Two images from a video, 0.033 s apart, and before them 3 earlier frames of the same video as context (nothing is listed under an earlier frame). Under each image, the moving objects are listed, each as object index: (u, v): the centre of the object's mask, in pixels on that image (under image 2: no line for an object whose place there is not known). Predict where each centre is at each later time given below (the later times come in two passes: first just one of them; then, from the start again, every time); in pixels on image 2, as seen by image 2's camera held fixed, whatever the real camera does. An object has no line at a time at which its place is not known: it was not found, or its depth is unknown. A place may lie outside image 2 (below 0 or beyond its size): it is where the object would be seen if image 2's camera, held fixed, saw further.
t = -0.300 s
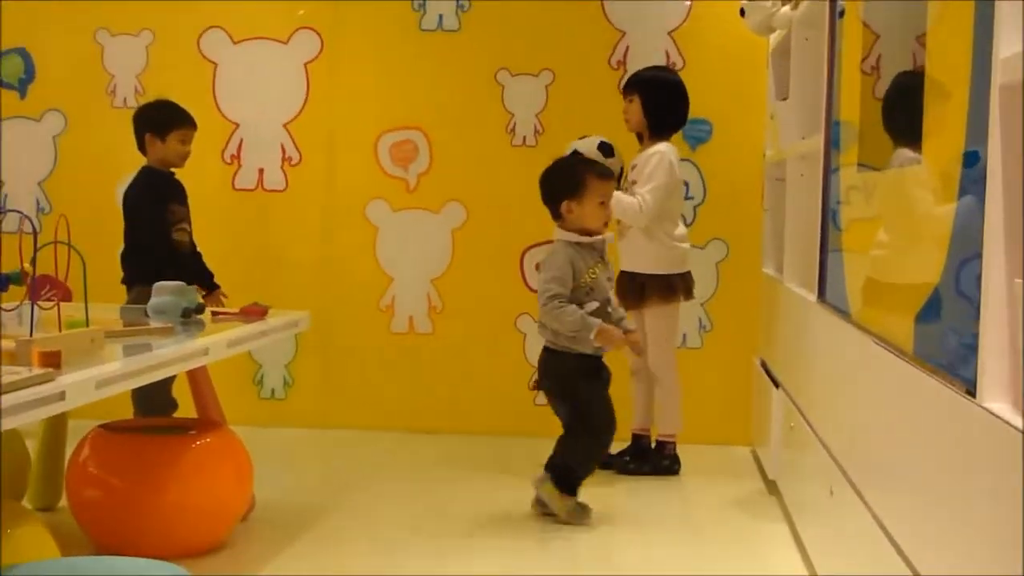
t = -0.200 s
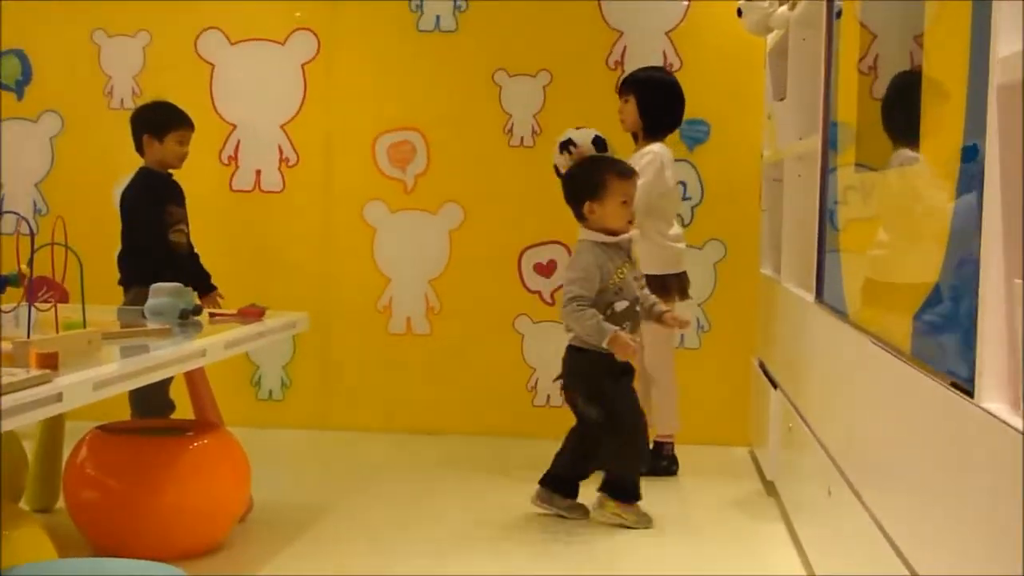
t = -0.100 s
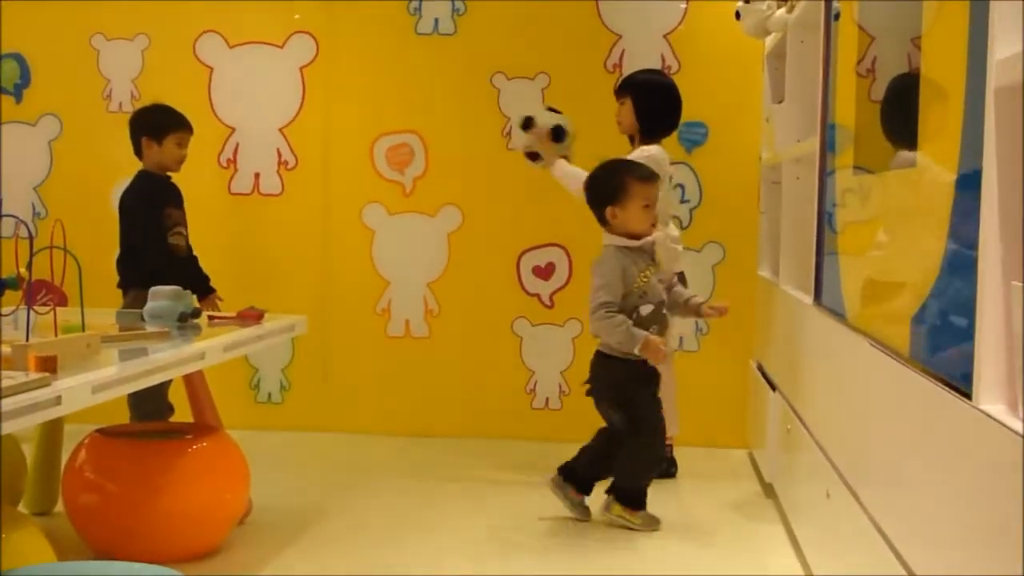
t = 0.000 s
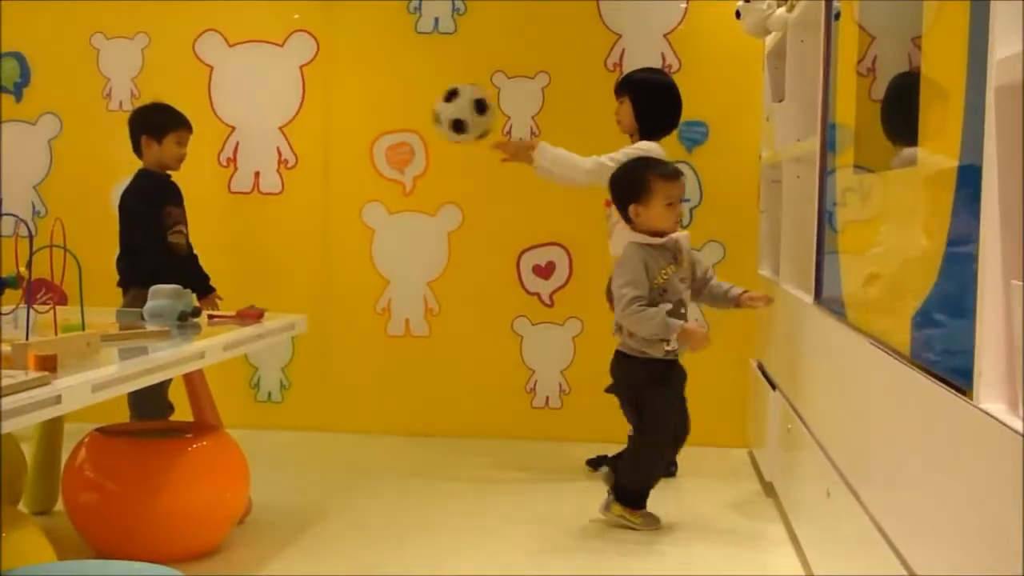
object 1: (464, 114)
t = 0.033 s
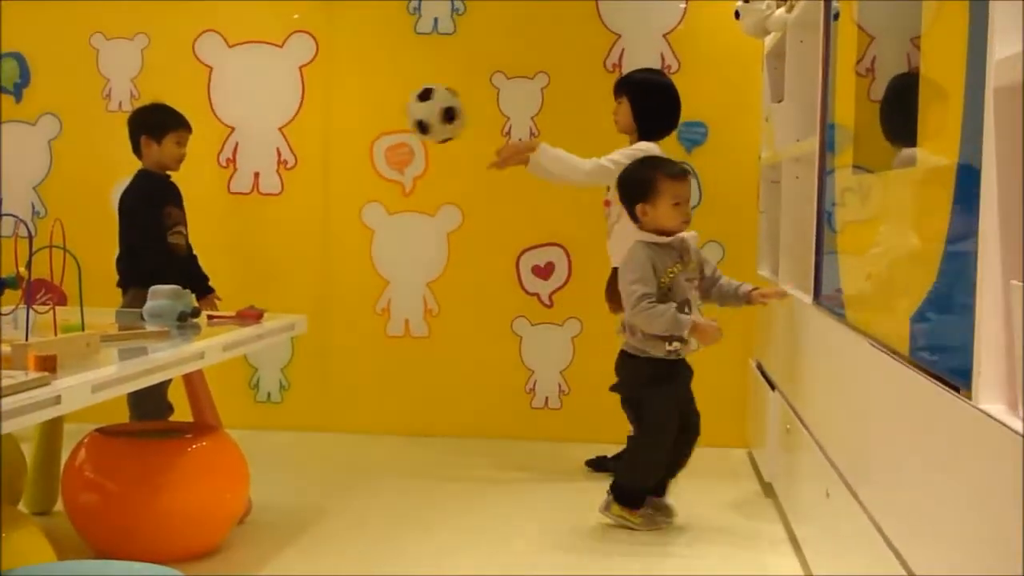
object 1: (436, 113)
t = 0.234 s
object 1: (269, 179)
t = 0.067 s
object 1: (408, 116)
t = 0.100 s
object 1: (380, 122)
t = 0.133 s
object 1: (351, 131)
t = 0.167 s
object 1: (323, 143)
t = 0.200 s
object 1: (297, 159)
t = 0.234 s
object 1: (269, 179)
